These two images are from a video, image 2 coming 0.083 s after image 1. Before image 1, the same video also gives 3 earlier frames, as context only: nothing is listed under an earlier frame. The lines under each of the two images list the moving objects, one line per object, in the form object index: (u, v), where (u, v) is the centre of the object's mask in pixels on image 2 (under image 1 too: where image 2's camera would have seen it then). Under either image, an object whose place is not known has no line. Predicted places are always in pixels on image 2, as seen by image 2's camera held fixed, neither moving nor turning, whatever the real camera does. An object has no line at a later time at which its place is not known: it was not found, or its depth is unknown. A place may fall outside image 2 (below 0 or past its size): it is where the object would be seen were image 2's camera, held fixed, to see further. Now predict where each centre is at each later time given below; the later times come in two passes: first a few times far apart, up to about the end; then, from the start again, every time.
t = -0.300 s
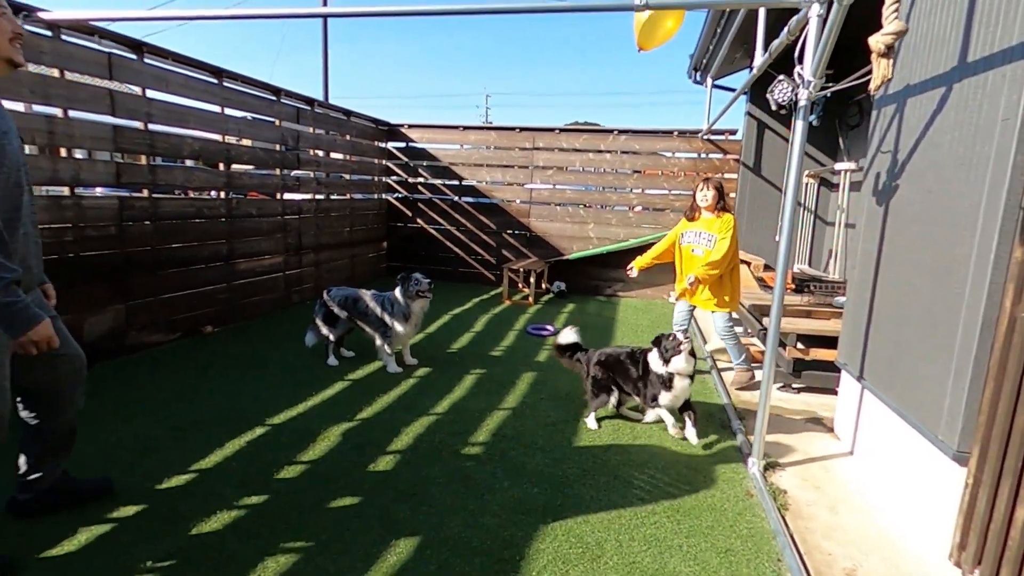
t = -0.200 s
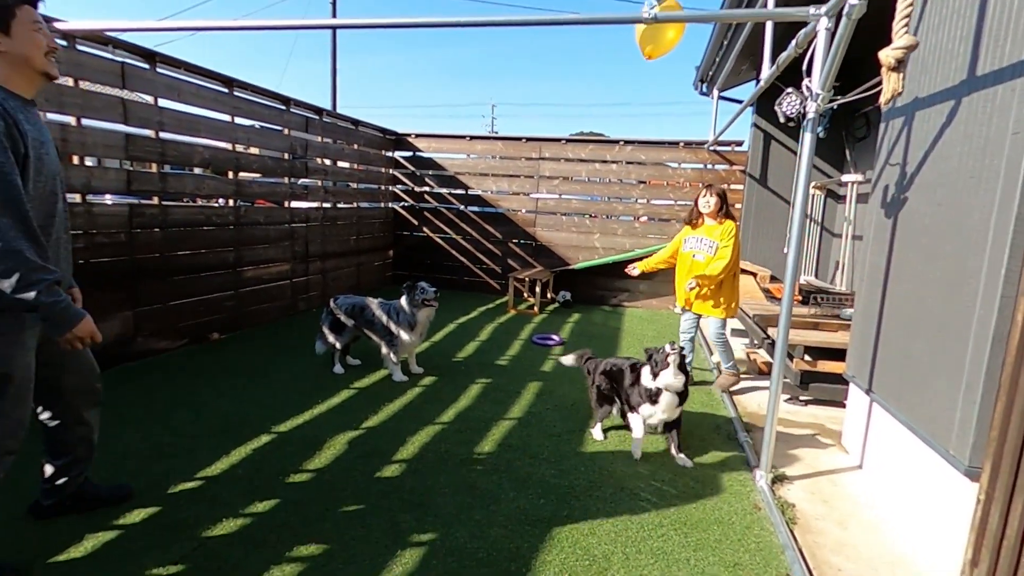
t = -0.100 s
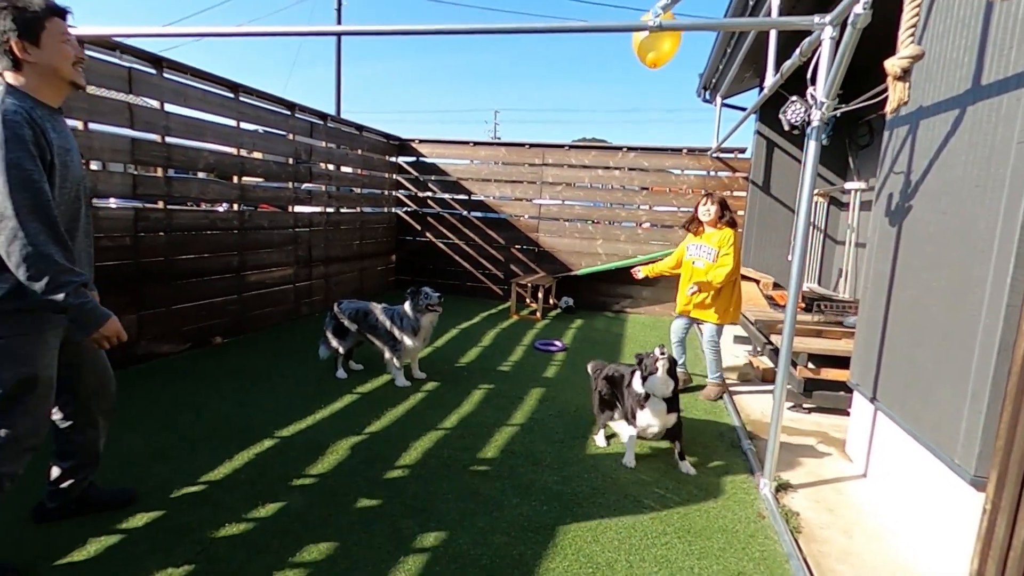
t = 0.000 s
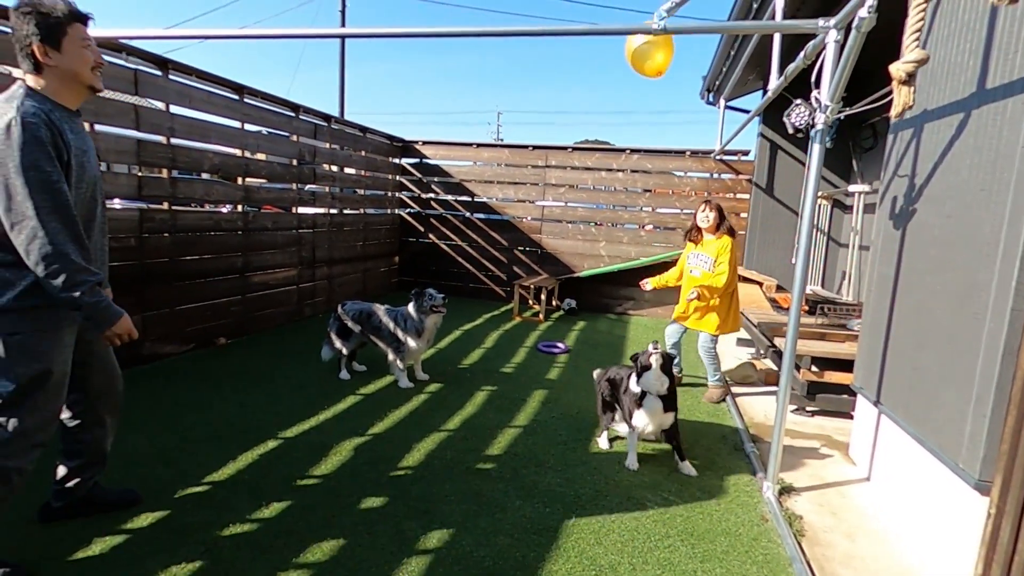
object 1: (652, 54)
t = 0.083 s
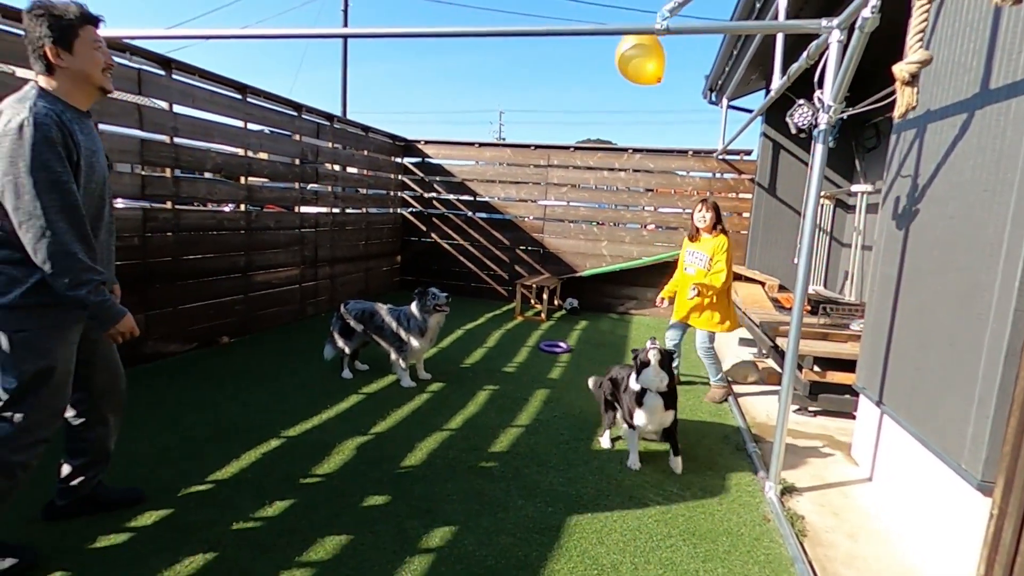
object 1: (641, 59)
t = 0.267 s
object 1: (610, 81)
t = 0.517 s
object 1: (570, 116)
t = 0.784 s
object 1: (543, 170)
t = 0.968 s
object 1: (529, 216)
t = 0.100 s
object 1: (638, 61)
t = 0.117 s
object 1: (636, 62)
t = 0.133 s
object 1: (633, 64)
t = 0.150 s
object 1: (630, 66)
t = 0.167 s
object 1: (627, 68)
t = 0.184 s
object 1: (625, 70)
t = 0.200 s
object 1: (622, 72)
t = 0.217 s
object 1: (619, 74)
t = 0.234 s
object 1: (616, 77)
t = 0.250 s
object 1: (613, 79)
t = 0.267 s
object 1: (610, 81)
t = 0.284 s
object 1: (607, 83)
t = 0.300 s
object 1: (604, 85)
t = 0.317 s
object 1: (602, 87)
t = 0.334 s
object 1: (599, 89)
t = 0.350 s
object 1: (596, 91)
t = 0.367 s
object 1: (593, 93)
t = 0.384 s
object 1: (590, 96)
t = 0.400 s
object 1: (587, 98)
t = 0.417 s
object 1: (584, 100)
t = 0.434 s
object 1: (582, 103)
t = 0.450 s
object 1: (579, 105)
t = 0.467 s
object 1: (577, 108)
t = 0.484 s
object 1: (574, 110)
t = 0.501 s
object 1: (572, 113)
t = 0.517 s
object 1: (570, 116)
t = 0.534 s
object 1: (567, 119)
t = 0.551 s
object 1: (565, 122)
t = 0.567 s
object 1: (563, 125)
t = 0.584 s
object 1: (561, 128)
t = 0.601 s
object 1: (559, 132)
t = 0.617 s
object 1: (557, 135)
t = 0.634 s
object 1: (556, 138)
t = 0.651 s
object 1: (554, 142)
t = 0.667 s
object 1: (553, 145)
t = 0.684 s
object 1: (551, 149)
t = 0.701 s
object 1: (550, 152)
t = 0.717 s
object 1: (548, 156)
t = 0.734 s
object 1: (547, 160)
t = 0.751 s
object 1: (546, 163)
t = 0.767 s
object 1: (544, 167)
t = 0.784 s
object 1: (543, 170)
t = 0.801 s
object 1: (542, 174)
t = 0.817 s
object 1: (541, 178)
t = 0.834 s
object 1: (540, 182)
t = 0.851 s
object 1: (538, 186)
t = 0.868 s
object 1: (537, 190)
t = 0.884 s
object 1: (536, 194)
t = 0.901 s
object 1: (535, 199)
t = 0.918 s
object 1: (533, 203)
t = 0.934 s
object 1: (532, 207)
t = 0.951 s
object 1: (531, 212)
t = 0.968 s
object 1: (529, 216)
